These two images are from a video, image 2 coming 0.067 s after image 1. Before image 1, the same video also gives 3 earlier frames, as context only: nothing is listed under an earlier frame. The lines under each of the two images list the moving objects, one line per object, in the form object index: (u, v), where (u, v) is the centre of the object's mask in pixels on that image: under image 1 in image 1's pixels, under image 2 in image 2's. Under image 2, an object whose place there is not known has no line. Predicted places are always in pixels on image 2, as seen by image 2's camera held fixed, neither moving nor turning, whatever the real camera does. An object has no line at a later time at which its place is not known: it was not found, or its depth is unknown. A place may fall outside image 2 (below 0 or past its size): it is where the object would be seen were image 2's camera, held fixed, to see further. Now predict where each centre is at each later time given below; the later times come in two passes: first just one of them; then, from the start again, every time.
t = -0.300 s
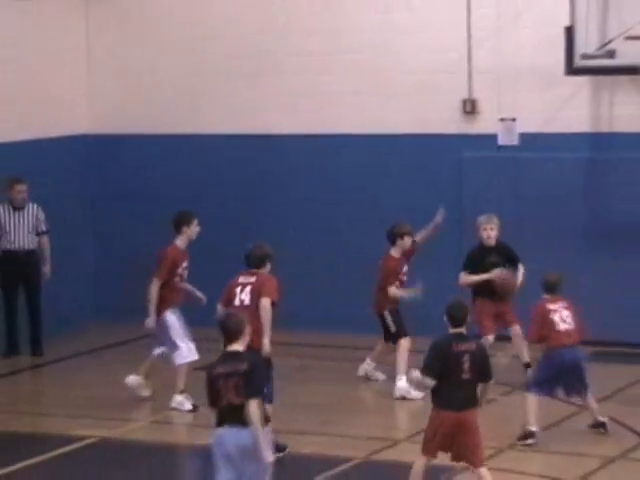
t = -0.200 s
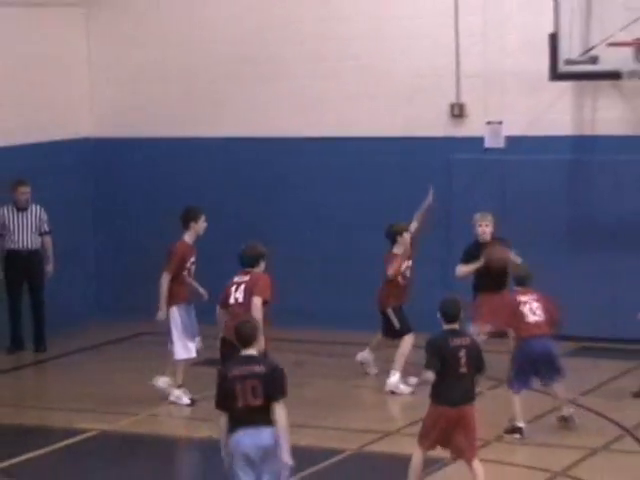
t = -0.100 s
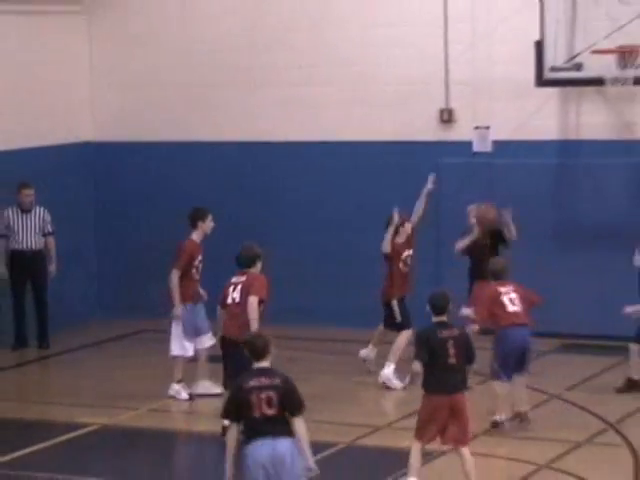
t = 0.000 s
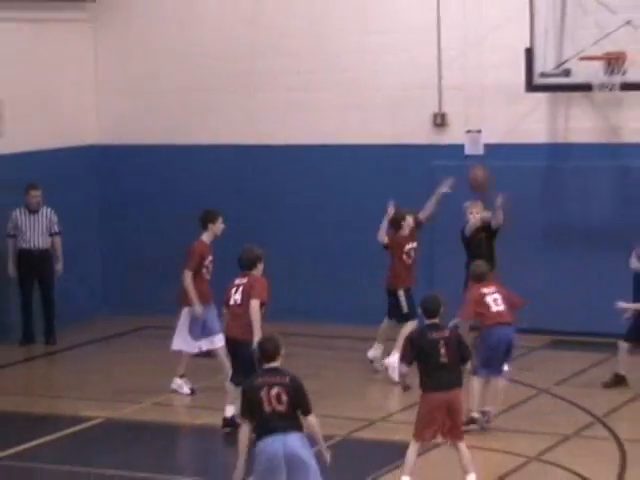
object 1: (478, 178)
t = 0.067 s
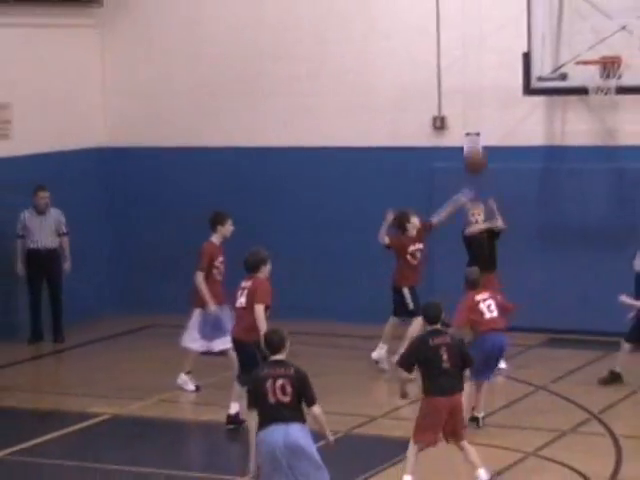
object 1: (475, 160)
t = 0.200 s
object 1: (471, 134)
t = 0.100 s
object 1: (474, 150)
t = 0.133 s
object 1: (472, 143)
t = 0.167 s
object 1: (472, 139)
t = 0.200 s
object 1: (471, 134)
